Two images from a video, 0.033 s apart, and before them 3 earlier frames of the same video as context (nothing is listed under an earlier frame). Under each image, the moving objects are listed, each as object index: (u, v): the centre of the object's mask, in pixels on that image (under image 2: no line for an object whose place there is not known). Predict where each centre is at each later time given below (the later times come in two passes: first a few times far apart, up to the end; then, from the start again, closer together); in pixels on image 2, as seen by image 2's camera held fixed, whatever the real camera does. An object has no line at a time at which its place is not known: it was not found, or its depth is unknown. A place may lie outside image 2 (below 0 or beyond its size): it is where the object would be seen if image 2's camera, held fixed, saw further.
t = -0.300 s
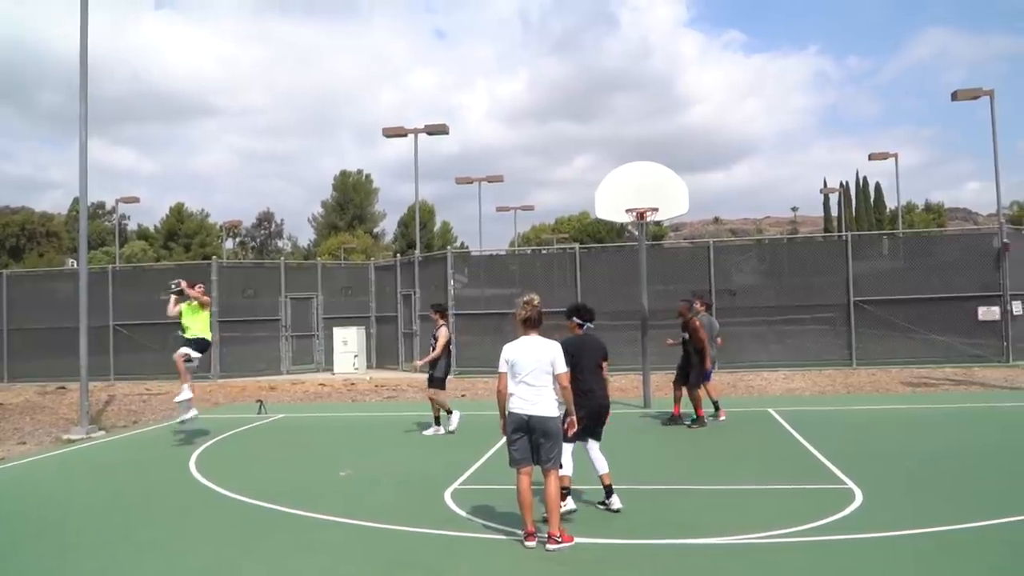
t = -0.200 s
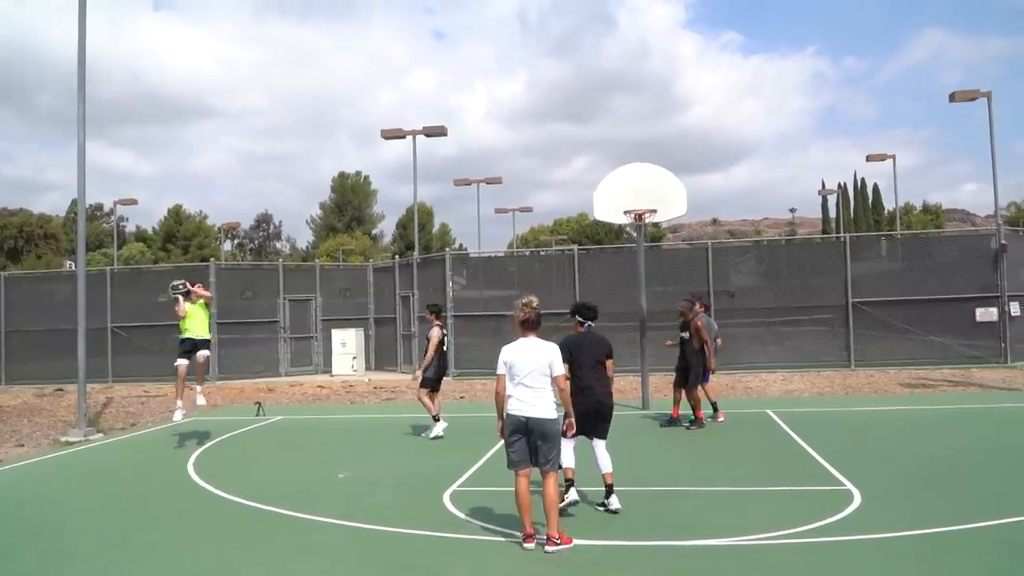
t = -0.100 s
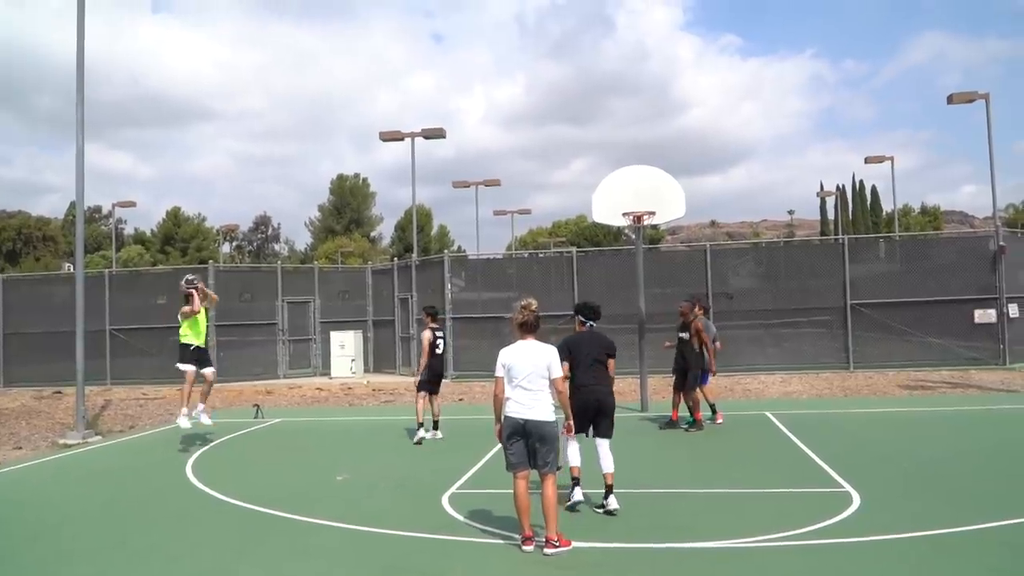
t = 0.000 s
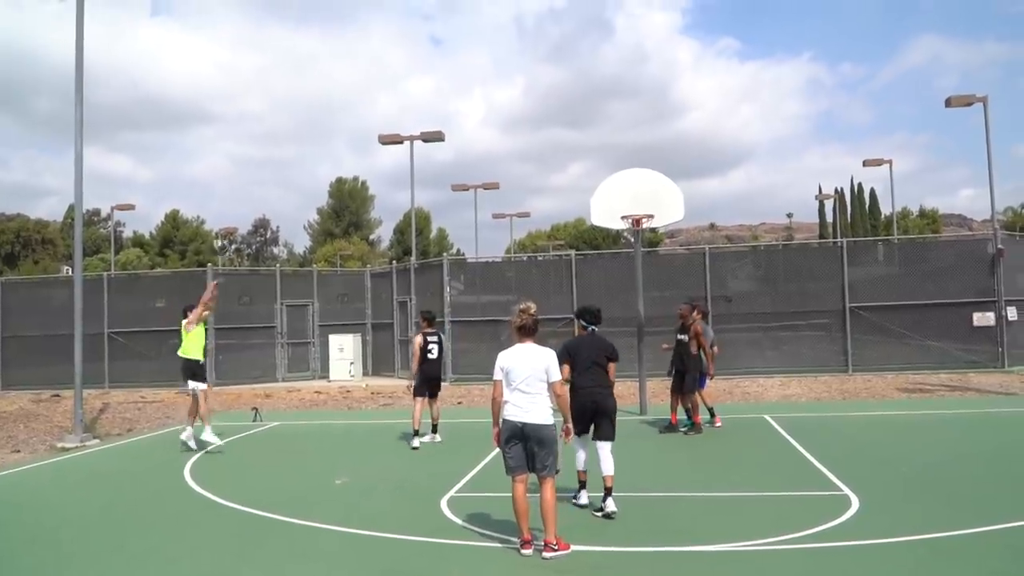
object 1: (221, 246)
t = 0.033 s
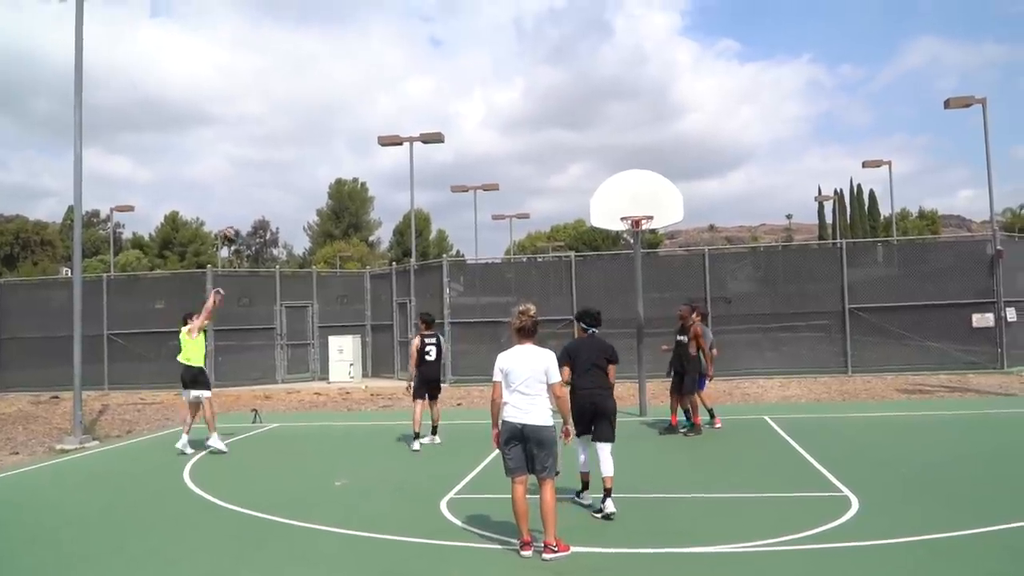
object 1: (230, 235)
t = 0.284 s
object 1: (332, 156)
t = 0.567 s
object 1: (435, 122)
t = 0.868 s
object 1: (536, 143)
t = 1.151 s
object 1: (573, 176)
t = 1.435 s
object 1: (517, 186)
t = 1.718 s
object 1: (471, 238)
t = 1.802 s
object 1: (459, 260)
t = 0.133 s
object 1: (273, 197)
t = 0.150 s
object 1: (280, 192)
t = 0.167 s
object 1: (287, 187)
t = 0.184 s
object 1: (293, 182)
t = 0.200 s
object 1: (300, 177)
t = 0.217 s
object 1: (306, 173)
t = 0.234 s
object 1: (313, 169)
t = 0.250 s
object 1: (320, 164)
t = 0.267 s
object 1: (326, 160)
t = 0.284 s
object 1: (332, 156)
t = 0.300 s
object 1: (339, 152)
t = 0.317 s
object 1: (345, 149)
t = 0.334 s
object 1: (351, 146)
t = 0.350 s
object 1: (357, 143)
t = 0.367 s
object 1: (363, 140)
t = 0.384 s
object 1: (369, 137)
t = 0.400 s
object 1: (375, 134)
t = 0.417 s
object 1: (381, 133)
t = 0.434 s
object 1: (388, 131)
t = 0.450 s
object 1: (394, 129)
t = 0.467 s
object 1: (400, 127)
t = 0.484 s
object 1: (406, 126)
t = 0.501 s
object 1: (412, 125)
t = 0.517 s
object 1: (418, 124)
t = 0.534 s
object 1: (424, 123)
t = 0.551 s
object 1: (429, 122)
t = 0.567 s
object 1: (435, 122)
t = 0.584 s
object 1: (441, 122)
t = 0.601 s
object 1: (447, 121)
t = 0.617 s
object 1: (452, 122)
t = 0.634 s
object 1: (458, 121)
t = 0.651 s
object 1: (464, 122)
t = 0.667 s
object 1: (470, 122)
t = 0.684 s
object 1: (475, 123)
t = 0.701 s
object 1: (481, 124)
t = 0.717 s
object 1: (487, 125)
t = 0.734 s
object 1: (492, 126)
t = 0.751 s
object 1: (498, 128)
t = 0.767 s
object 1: (503, 130)
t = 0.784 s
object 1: (509, 131)
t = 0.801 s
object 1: (514, 133)
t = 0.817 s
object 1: (520, 136)
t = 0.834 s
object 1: (525, 138)
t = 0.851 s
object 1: (531, 141)
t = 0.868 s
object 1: (536, 143)
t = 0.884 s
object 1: (541, 146)
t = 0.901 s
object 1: (547, 149)
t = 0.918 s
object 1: (552, 152)
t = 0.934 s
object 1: (557, 156)
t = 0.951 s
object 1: (562, 160)
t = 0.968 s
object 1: (568, 163)
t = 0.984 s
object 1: (573, 167)
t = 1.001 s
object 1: (578, 171)
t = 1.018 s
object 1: (584, 175)
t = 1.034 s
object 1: (589, 179)
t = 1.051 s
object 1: (593, 183)
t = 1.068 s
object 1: (591, 183)
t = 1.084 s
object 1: (588, 181)
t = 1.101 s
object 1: (584, 180)
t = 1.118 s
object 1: (581, 178)
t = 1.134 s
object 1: (577, 177)
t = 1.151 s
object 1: (573, 176)
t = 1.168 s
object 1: (570, 176)
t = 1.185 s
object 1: (566, 175)
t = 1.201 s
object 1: (562, 174)
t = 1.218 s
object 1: (559, 174)
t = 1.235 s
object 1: (555, 174)
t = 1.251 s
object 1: (552, 174)
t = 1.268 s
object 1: (548, 174)
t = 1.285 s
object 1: (545, 175)
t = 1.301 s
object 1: (542, 175)
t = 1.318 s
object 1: (539, 176)
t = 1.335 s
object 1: (535, 177)
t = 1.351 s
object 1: (532, 178)
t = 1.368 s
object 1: (529, 179)
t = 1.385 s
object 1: (526, 181)
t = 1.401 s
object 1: (523, 182)
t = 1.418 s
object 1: (520, 184)
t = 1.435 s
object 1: (517, 186)
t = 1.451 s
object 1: (514, 188)
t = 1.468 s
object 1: (511, 190)
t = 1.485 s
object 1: (509, 192)
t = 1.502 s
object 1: (506, 194)
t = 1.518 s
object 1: (503, 197)
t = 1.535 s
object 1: (500, 200)
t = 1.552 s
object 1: (497, 203)
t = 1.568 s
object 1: (495, 206)
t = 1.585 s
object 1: (492, 208)
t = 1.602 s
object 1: (489, 212)
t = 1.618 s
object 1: (486, 216)
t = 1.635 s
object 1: (483, 219)
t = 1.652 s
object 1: (480, 222)
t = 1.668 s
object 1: (478, 226)
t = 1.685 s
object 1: (476, 230)
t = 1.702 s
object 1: (473, 234)
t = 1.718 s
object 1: (471, 238)
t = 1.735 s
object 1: (468, 242)
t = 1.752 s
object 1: (465, 248)
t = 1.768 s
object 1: (463, 251)
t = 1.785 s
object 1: (461, 256)
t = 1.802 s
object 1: (459, 260)
